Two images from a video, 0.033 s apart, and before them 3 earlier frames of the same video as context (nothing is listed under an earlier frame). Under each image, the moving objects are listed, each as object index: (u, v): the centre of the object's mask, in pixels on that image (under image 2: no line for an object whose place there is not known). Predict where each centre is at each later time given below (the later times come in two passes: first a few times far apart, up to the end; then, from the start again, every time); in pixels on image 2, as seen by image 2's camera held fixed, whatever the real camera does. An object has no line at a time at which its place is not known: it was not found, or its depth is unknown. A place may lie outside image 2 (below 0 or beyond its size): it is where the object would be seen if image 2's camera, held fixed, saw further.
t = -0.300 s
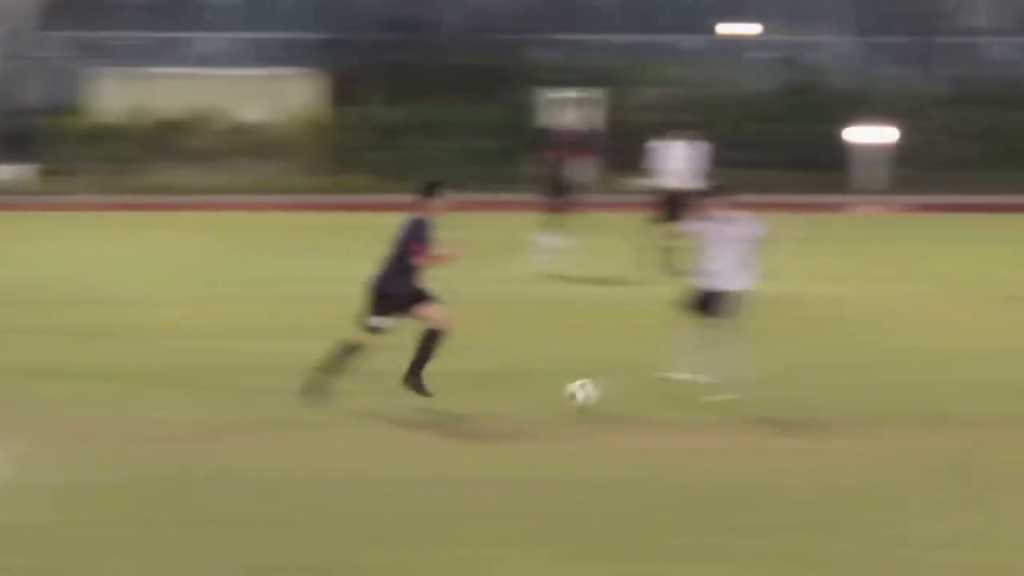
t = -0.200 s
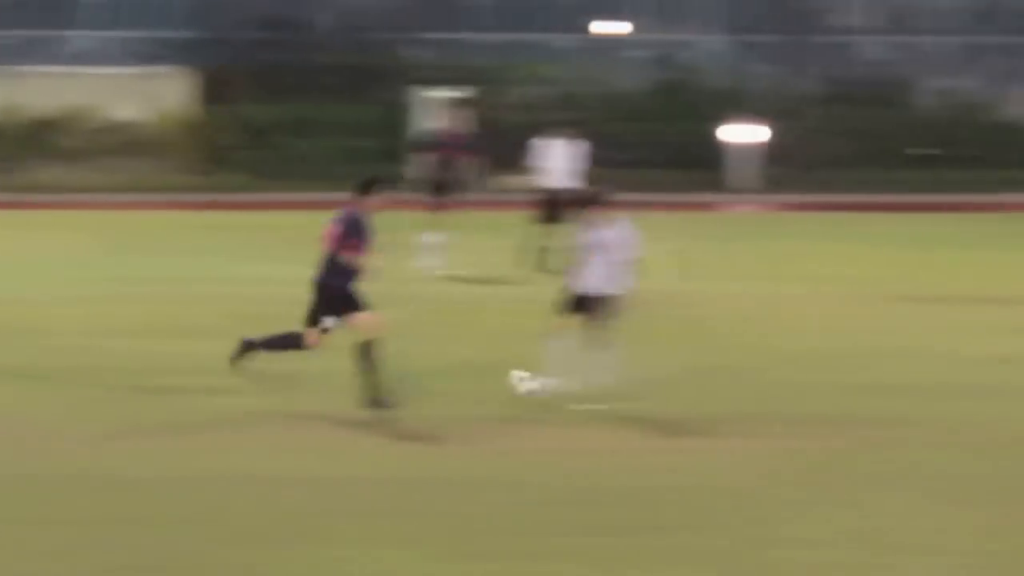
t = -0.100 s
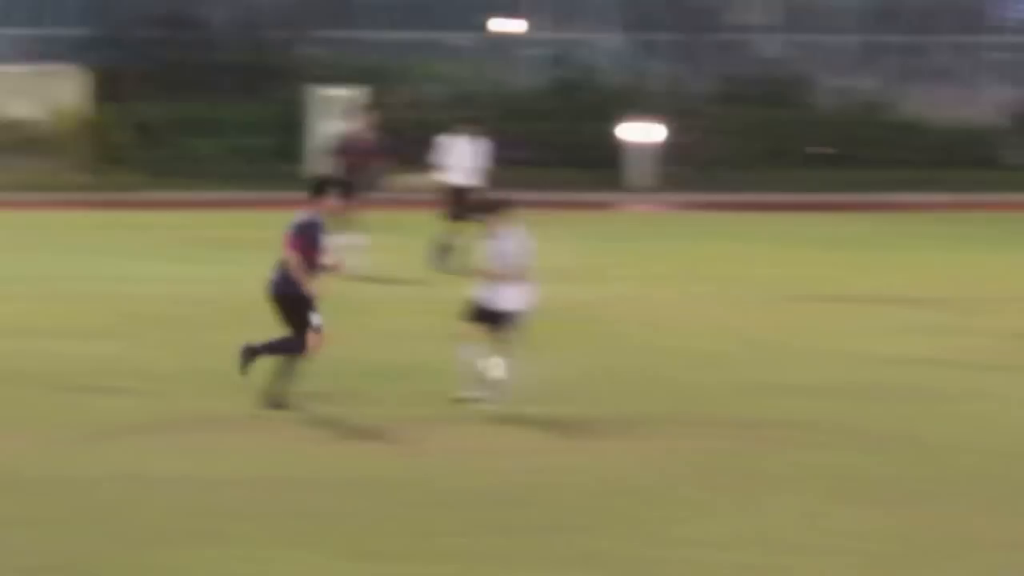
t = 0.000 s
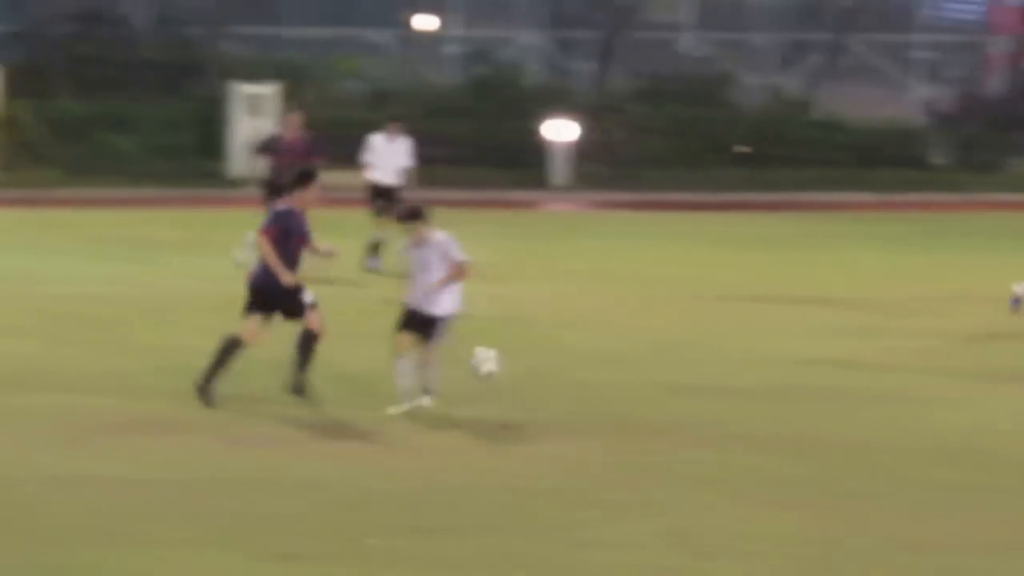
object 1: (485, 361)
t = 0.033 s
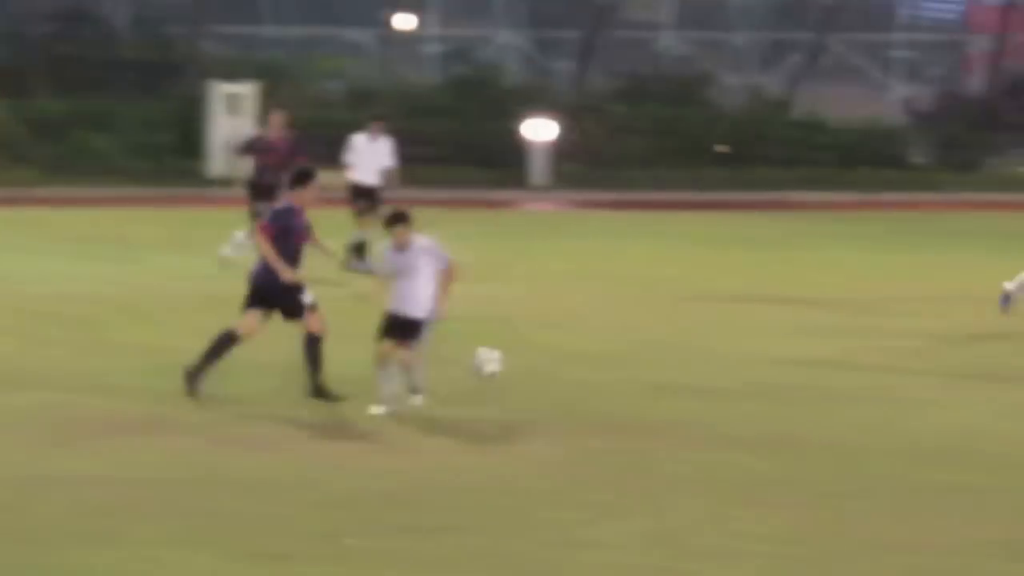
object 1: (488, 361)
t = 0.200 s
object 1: (608, 387)
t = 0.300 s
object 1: (683, 420)
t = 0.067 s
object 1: (508, 363)
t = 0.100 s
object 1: (532, 366)
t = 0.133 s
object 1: (559, 373)
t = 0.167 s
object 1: (584, 379)
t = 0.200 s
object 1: (608, 387)
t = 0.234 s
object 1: (633, 398)
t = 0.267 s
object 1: (657, 410)
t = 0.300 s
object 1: (683, 420)
